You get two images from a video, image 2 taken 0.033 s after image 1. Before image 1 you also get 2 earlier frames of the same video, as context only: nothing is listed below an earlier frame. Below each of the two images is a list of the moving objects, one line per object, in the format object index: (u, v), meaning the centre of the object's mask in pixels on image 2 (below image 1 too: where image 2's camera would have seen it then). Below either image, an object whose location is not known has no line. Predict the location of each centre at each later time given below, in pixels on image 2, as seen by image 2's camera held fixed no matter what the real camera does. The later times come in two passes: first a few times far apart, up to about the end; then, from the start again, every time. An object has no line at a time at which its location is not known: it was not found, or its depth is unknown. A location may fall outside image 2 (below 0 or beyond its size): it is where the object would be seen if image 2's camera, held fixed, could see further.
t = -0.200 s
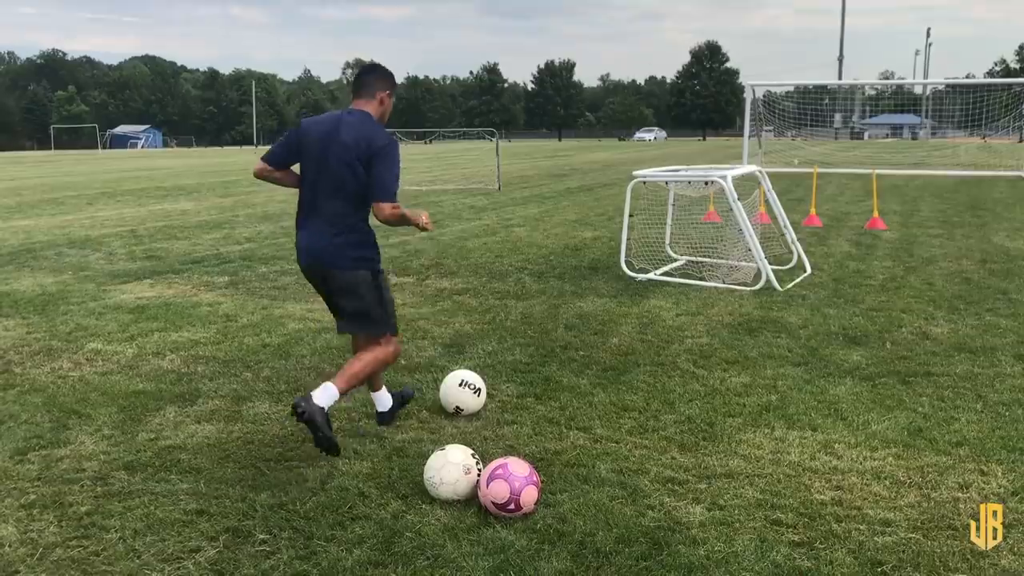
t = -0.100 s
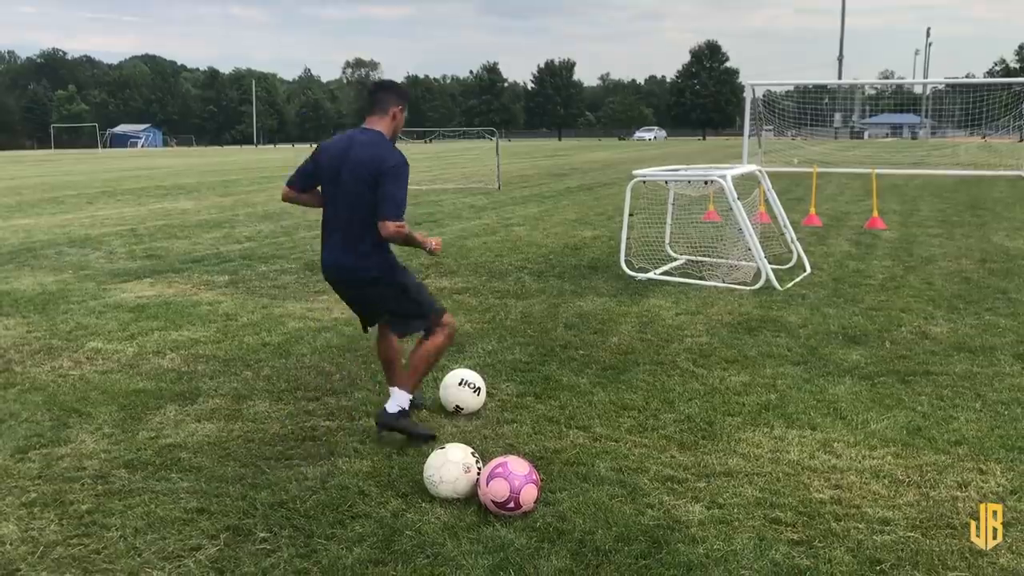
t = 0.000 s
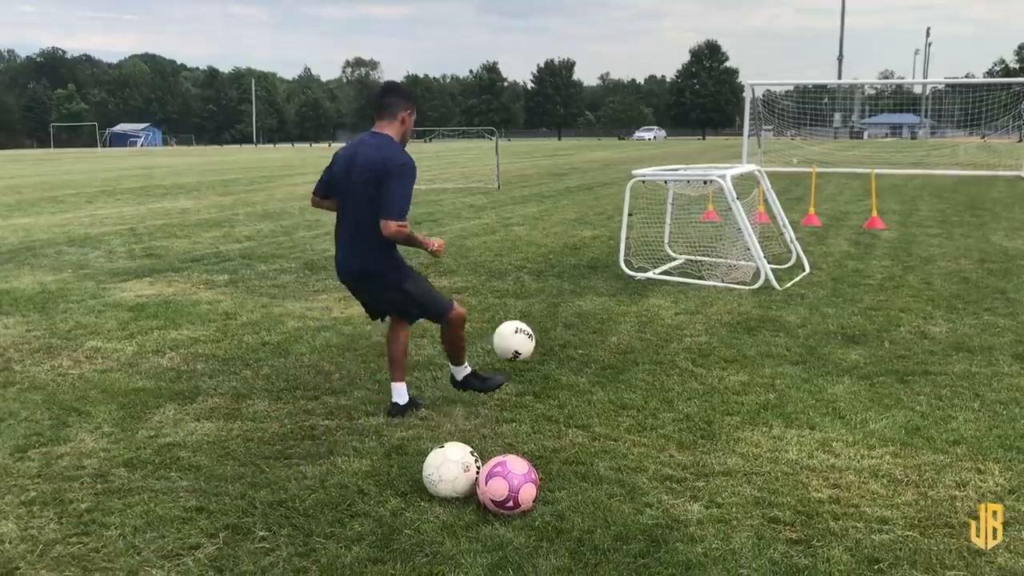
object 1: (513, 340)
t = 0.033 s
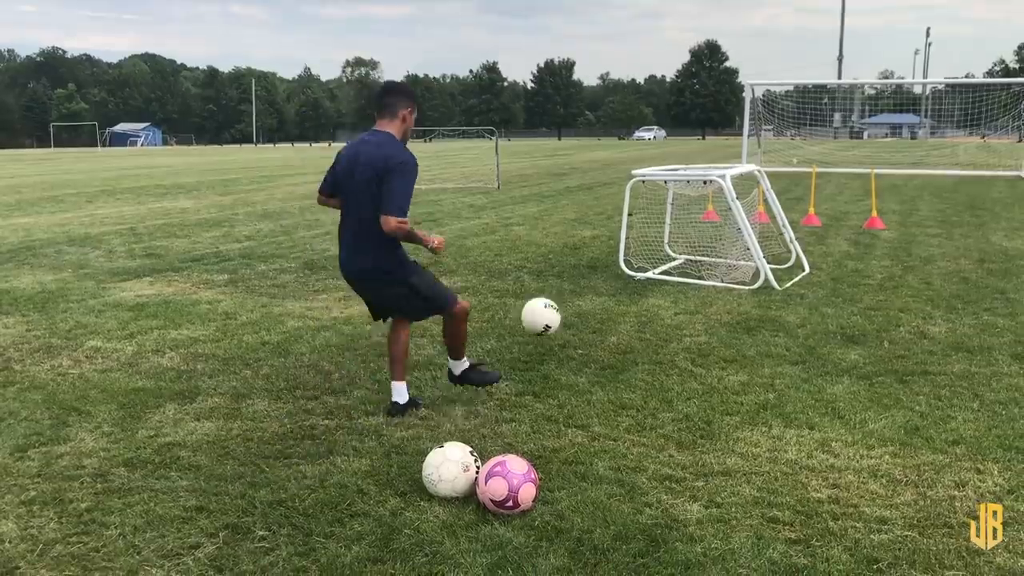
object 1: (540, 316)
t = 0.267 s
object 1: (664, 238)
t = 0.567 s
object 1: (596, 307)
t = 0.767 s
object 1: (529, 350)
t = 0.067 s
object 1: (565, 296)
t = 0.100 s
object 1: (586, 280)
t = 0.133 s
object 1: (605, 267)
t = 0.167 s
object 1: (622, 256)
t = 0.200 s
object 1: (638, 248)
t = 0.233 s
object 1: (652, 242)
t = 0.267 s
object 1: (664, 238)
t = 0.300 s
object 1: (675, 237)
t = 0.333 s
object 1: (673, 239)
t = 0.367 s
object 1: (664, 242)
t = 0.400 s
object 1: (655, 248)
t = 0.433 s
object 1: (645, 255)
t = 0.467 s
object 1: (634, 264)
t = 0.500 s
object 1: (622, 276)
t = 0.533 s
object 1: (610, 290)
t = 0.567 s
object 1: (596, 307)
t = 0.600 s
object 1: (583, 324)
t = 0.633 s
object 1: (572, 327)
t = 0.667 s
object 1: (563, 329)
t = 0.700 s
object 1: (552, 334)
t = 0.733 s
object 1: (541, 340)
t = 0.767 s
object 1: (529, 350)
